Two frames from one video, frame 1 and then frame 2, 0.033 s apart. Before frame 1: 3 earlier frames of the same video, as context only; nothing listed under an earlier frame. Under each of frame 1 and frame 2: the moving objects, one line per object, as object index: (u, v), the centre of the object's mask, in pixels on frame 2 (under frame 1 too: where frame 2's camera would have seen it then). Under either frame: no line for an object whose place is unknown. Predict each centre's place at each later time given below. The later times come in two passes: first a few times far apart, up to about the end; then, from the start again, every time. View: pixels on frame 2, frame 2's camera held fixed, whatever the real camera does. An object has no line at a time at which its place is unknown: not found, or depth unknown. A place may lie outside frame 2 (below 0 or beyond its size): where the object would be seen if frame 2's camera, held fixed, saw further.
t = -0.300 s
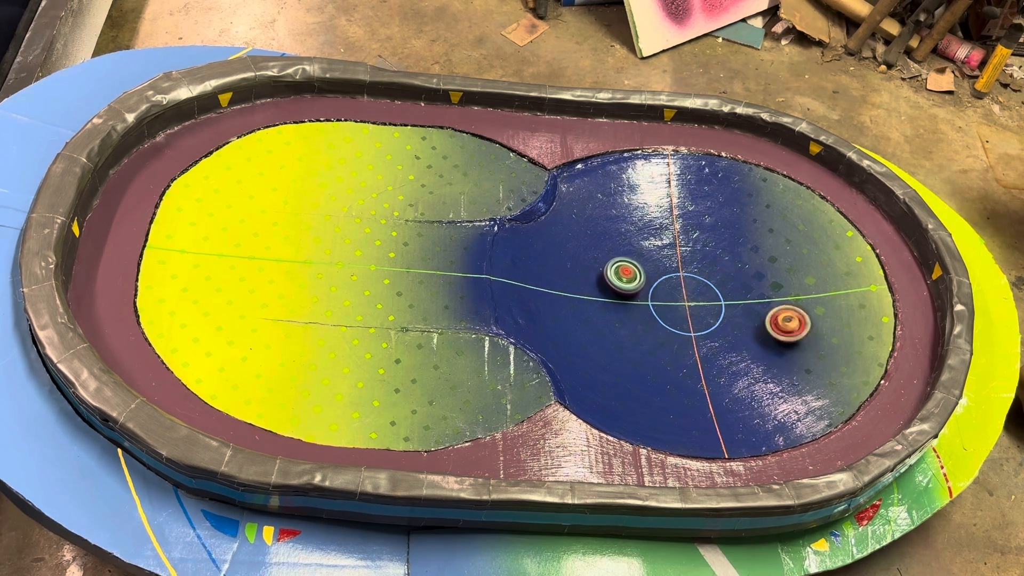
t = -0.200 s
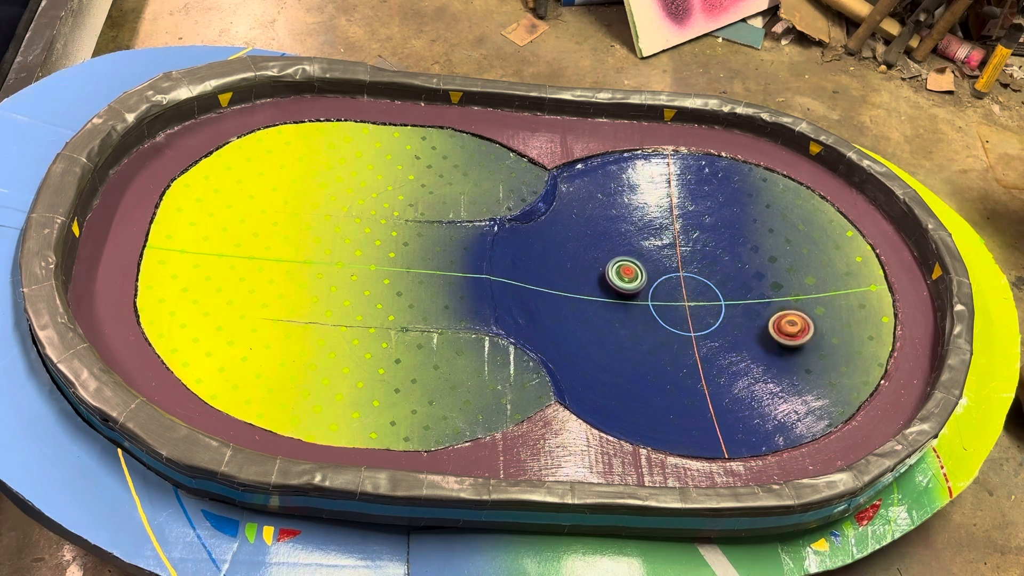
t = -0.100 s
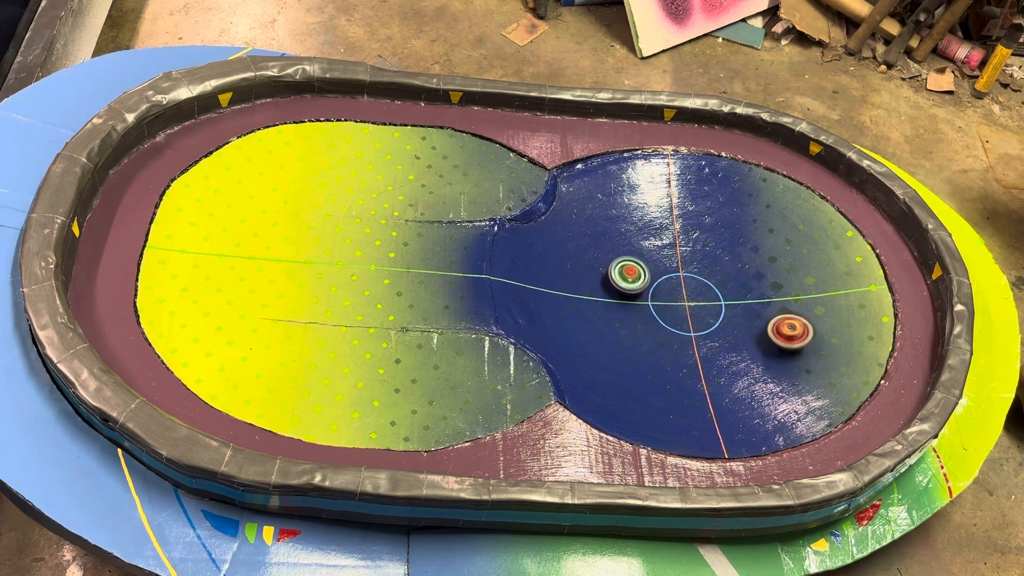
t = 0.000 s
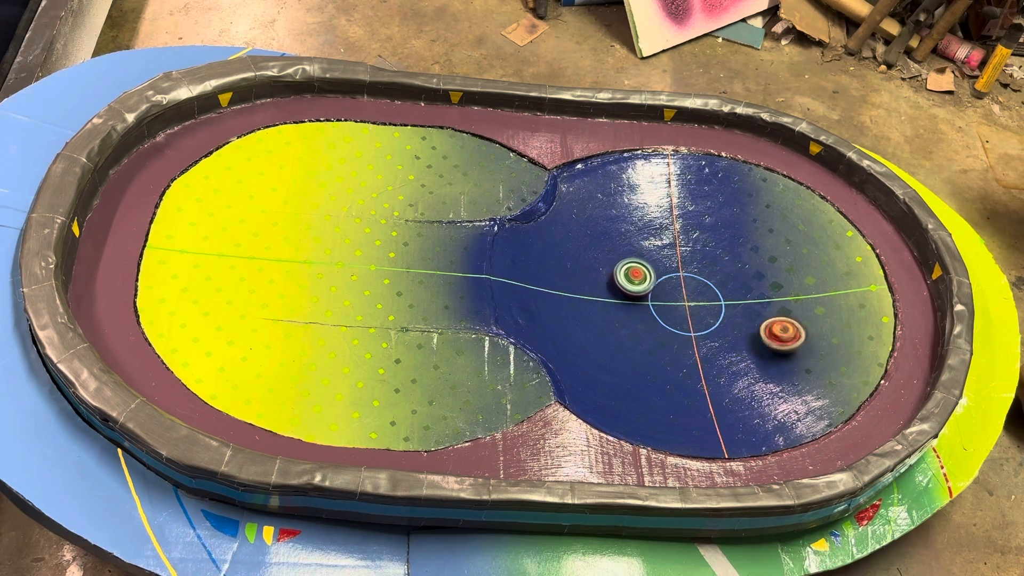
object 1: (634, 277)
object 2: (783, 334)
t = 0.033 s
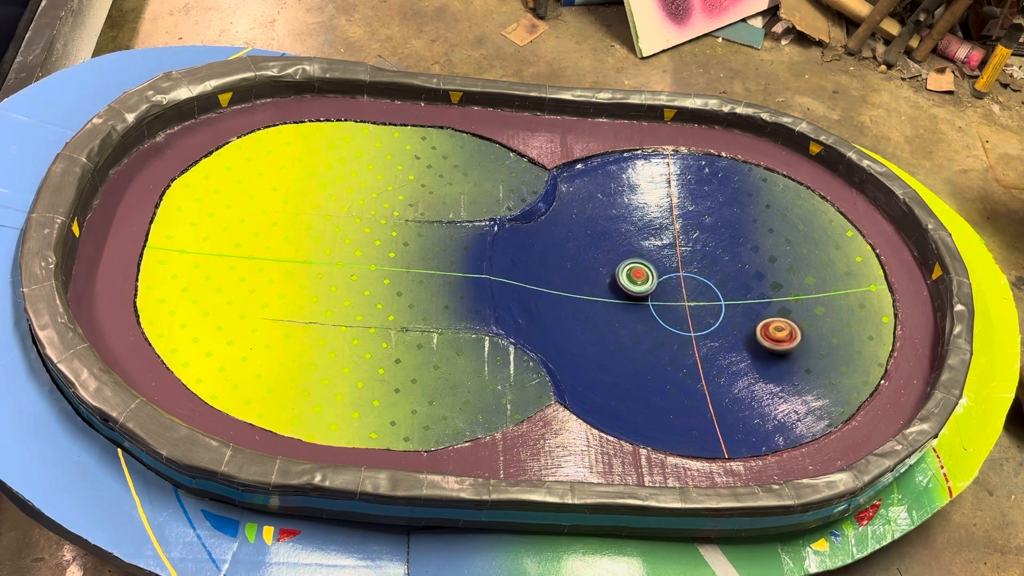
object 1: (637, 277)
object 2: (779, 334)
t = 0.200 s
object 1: (647, 280)
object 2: (750, 335)
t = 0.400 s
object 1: (663, 288)
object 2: (705, 331)
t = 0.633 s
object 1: (677, 292)
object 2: (656, 327)
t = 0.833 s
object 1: (687, 300)
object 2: (626, 323)
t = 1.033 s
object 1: (695, 307)
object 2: (619, 319)
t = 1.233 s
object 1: (697, 315)
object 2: (627, 307)
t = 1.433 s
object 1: (695, 320)
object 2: (645, 290)
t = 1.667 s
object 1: (690, 323)
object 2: (671, 272)
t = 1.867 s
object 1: (686, 324)
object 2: (691, 260)
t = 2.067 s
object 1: (682, 321)
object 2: (707, 258)
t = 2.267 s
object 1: (676, 317)
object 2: (717, 264)
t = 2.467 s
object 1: (674, 311)
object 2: (719, 276)
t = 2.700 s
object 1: (667, 307)
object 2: (725, 296)
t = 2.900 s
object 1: (659, 303)
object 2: (743, 308)
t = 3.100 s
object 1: (662, 299)
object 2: (745, 317)
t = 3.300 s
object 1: (668, 296)
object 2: (729, 322)
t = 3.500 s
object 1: (674, 293)
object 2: (706, 326)
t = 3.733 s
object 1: (677, 290)
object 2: (688, 337)
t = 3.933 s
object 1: (683, 292)
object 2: (673, 335)
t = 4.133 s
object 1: (687, 293)
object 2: (665, 326)
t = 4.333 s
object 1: (698, 289)
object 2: (647, 315)
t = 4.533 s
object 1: (708, 289)
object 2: (625, 307)
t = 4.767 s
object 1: (707, 293)
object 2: (622, 293)
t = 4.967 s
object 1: (702, 296)
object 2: (637, 283)
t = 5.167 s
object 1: (705, 311)
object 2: (650, 261)
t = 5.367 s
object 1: (733, 345)
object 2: (633, 222)
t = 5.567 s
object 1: (731, 346)
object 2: (635, 226)
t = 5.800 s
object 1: (723, 340)
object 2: (654, 258)
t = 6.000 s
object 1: (718, 329)
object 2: (673, 294)
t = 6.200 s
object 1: (731, 339)
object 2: (662, 292)
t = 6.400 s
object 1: (735, 340)
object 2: (659, 294)
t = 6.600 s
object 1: (734, 340)
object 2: (661, 294)
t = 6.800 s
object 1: (732, 338)
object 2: (665, 290)
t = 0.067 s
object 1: (639, 277)
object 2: (774, 335)
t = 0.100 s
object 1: (641, 278)
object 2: (769, 335)
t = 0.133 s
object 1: (643, 278)
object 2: (764, 335)
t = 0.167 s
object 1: (645, 279)
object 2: (757, 335)
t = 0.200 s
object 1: (647, 280)
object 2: (750, 335)
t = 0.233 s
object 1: (650, 281)
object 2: (742, 335)
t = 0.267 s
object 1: (653, 283)
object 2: (735, 334)
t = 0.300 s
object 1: (655, 284)
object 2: (728, 334)
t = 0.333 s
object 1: (658, 285)
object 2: (720, 333)
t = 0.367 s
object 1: (660, 286)
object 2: (712, 332)
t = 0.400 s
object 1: (663, 288)
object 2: (705, 331)
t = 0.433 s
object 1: (665, 289)
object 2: (697, 330)
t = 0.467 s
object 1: (668, 290)
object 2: (689, 328)
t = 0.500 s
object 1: (670, 290)
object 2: (682, 327)
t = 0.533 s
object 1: (672, 290)
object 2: (675, 328)
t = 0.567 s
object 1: (673, 291)
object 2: (668, 328)
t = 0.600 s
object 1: (675, 292)
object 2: (662, 328)
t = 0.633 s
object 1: (677, 292)
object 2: (656, 327)
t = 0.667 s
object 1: (679, 293)
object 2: (650, 327)
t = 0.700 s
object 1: (681, 295)
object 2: (644, 326)
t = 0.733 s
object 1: (683, 296)
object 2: (639, 326)
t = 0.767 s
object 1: (684, 297)
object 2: (634, 325)
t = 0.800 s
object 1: (686, 299)
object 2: (630, 324)
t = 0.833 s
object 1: (687, 300)
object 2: (626, 323)
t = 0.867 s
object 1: (689, 301)
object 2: (622, 322)
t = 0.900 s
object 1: (690, 302)
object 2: (620, 321)
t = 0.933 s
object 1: (692, 304)
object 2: (619, 321)
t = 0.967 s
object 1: (693, 305)
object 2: (619, 320)
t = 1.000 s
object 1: (694, 306)
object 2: (618, 320)
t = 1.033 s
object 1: (695, 307)
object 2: (619, 319)
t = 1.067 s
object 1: (696, 308)
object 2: (620, 318)
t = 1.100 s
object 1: (696, 310)
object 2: (621, 316)
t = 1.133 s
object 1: (697, 311)
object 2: (622, 315)
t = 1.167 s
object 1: (697, 312)
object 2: (624, 312)
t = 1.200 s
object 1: (697, 314)
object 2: (625, 310)
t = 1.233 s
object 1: (697, 315)
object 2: (627, 307)
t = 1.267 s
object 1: (697, 316)
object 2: (628, 304)
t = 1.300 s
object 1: (697, 317)
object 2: (631, 302)
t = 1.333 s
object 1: (697, 318)
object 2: (634, 299)
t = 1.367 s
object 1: (696, 318)
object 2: (638, 296)
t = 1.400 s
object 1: (696, 319)
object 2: (642, 293)
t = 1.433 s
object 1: (695, 320)
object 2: (645, 290)
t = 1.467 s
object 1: (695, 320)
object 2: (649, 287)
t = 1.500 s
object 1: (694, 321)
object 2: (653, 285)
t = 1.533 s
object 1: (694, 322)
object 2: (656, 281)
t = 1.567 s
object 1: (693, 322)
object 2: (660, 279)
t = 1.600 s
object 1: (692, 322)
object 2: (663, 276)
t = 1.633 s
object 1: (691, 322)
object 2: (667, 274)
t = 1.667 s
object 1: (690, 323)
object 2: (671, 272)
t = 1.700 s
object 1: (689, 323)
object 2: (674, 269)
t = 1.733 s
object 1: (689, 323)
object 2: (678, 267)
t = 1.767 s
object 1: (688, 323)
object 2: (681, 265)
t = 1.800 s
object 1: (687, 324)
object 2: (684, 263)
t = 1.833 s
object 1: (686, 324)
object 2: (688, 262)
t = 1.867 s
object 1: (686, 324)
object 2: (691, 260)
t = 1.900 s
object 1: (685, 324)
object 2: (695, 260)
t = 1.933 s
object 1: (685, 324)
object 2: (698, 259)
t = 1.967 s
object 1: (685, 323)
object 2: (700, 258)
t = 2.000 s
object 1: (684, 323)
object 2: (703, 258)
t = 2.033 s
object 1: (683, 322)
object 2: (705, 258)
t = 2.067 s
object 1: (682, 321)
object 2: (707, 258)
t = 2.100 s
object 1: (681, 320)
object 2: (709, 258)
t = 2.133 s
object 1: (680, 320)
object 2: (710, 259)
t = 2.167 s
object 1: (678, 319)
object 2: (712, 259)
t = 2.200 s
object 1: (677, 318)
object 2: (714, 261)
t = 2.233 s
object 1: (677, 317)
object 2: (715, 262)
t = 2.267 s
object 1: (676, 317)
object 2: (717, 264)
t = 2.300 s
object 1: (675, 316)
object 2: (718, 265)
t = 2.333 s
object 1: (675, 315)
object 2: (718, 267)
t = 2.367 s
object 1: (674, 314)
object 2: (719, 269)
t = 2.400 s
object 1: (674, 313)
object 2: (718, 271)
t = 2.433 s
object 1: (674, 312)
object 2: (719, 273)
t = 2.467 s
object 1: (674, 311)
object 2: (719, 276)
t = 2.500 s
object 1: (674, 310)
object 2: (719, 279)
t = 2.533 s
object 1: (674, 310)
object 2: (719, 282)
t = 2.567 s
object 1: (675, 309)
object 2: (718, 285)
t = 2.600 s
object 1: (675, 308)
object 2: (717, 288)
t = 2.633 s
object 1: (676, 307)
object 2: (715, 291)
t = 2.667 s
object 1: (672, 307)
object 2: (720, 294)
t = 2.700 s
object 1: (667, 307)
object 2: (725, 296)
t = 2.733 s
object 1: (663, 306)
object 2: (729, 297)
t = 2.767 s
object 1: (660, 305)
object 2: (733, 299)
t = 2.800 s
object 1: (659, 305)
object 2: (737, 302)
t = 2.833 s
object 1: (659, 305)
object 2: (740, 305)
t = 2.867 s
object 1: (658, 304)
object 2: (741, 307)
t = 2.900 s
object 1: (659, 303)
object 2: (743, 308)
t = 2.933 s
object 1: (659, 303)
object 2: (744, 310)
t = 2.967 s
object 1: (659, 302)
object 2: (745, 311)
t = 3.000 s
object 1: (660, 301)
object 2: (746, 313)
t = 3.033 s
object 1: (661, 300)
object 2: (746, 314)
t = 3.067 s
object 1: (661, 299)
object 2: (746, 316)
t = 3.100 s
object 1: (662, 299)
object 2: (745, 317)
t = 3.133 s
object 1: (663, 298)
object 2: (743, 318)
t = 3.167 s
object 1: (664, 298)
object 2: (742, 319)
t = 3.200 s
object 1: (665, 298)
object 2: (739, 320)
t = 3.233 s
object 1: (666, 297)
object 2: (736, 321)
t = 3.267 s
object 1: (667, 297)
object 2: (732, 322)
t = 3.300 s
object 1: (668, 296)
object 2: (729, 322)
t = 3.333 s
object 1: (669, 296)
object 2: (725, 324)
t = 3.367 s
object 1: (671, 296)
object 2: (722, 324)
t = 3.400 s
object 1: (672, 296)
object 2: (717, 324)
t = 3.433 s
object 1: (674, 296)
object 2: (713, 324)
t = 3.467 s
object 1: (675, 295)
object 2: (708, 324)
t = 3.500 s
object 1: (674, 293)
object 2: (706, 326)
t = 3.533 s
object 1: (674, 291)
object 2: (703, 329)
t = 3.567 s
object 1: (674, 290)
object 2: (701, 332)
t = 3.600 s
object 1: (674, 289)
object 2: (698, 333)
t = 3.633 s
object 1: (675, 289)
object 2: (696, 335)
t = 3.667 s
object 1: (676, 289)
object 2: (694, 336)
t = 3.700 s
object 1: (677, 290)
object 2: (691, 336)
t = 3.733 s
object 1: (677, 290)
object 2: (688, 337)
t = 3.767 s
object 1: (679, 290)
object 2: (686, 337)
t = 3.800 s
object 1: (680, 290)
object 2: (684, 337)
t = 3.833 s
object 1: (681, 290)
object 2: (680, 337)
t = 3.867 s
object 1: (682, 291)
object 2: (678, 336)
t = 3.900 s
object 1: (683, 291)
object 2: (675, 336)
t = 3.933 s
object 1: (683, 292)
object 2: (673, 335)
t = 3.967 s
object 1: (685, 292)
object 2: (671, 333)
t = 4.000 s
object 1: (687, 292)
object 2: (669, 332)
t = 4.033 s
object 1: (687, 293)
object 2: (668, 330)
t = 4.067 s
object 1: (688, 293)
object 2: (666, 328)
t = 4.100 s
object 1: (687, 293)
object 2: (665, 328)
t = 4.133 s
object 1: (687, 293)
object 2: (665, 326)
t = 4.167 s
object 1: (687, 292)
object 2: (664, 323)
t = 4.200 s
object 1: (687, 292)
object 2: (663, 321)
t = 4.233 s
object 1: (688, 292)
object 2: (662, 318)
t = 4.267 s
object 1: (689, 292)
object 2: (660, 316)
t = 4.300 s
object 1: (693, 290)
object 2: (653, 317)
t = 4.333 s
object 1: (698, 289)
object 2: (647, 315)
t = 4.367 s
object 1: (702, 288)
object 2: (642, 315)
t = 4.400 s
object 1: (705, 287)
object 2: (637, 314)
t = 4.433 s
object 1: (706, 287)
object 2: (634, 313)
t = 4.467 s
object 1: (707, 288)
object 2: (630, 311)
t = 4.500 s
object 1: (707, 288)
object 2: (627, 309)
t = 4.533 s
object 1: (708, 289)
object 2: (625, 307)
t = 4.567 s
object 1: (708, 290)
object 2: (623, 305)
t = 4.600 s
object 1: (708, 290)
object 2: (622, 304)
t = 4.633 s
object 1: (708, 291)
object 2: (620, 301)
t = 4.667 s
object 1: (708, 291)
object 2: (620, 299)
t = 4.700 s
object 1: (708, 292)
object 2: (620, 297)
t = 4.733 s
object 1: (708, 293)
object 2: (621, 295)
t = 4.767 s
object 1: (707, 293)
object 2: (622, 293)
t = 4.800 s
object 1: (706, 294)
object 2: (624, 291)
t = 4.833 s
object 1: (706, 294)
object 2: (626, 289)
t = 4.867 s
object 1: (705, 294)
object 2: (628, 288)
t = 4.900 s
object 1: (705, 295)
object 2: (631, 286)
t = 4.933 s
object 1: (703, 296)
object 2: (633, 284)
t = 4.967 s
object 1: (702, 296)
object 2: (637, 283)
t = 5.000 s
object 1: (700, 297)
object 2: (640, 281)
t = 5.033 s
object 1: (699, 297)
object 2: (645, 280)
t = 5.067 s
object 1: (698, 298)
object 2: (649, 279)
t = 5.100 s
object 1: (696, 298)
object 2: (653, 278)
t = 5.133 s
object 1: (698, 302)
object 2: (654, 273)
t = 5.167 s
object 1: (705, 311)
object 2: (650, 261)
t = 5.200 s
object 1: (712, 320)
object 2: (645, 251)
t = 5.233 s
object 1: (718, 327)
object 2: (641, 244)
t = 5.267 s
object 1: (724, 334)
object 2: (639, 237)
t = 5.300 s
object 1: (728, 339)
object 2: (635, 230)
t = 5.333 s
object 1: (731, 342)
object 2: (634, 225)
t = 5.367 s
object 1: (733, 345)
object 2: (633, 222)
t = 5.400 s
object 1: (734, 347)
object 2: (634, 221)
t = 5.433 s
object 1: (734, 348)
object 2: (635, 221)
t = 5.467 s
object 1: (734, 347)
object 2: (635, 222)
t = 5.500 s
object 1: (733, 347)
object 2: (634, 224)
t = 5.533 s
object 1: (732, 346)
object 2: (635, 225)
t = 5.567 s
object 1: (731, 346)
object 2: (635, 226)
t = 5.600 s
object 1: (730, 346)
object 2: (637, 228)
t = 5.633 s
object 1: (729, 345)
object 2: (639, 232)
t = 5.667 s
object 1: (728, 345)
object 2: (641, 236)
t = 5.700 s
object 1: (727, 343)
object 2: (644, 240)
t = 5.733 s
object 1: (726, 342)
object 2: (647, 246)
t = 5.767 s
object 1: (724, 341)
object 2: (650, 251)
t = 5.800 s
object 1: (723, 340)
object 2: (654, 258)
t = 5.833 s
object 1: (722, 339)
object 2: (657, 263)
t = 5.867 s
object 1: (721, 337)
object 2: (660, 270)
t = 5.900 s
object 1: (721, 334)
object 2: (663, 276)
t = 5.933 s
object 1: (720, 333)
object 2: (667, 283)
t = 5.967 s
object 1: (718, 331)
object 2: (669, 288)
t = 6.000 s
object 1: (718, 329)
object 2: (673, 294)
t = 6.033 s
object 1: (717, 327)
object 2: (676, 301)
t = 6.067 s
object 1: (717, 326)
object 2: (678, 305)
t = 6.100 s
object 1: (722, 330)
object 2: (675, 301)
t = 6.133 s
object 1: (726, 334)
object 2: (669, 297)
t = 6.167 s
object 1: (730, 337)
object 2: (665, 294)
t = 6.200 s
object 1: (731, 339)
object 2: (662, 292)
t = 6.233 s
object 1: (732, 340)
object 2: (658, 290)
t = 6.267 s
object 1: (733, 340)
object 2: (656, 290)
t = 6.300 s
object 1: (733, 340)
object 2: (655, 290)
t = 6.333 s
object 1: (734, 340)
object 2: (655, 291)
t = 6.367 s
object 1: (735, 340)
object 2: (656, 292)
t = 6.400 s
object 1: (735, 340)
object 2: (659, 294)
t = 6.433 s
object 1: (735, 340)
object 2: (660, 294)
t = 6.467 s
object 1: (735, 340)
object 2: (660, 294)
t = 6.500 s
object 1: (735, 340)
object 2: (660, 294)
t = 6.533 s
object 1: (735, 340)
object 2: (660, 294)
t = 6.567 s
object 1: (735, 340)
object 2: (660, 294)
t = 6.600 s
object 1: (734, 340)
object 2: (661, 294)
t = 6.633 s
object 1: (733, 339)
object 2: (661, 294)
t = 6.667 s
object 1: (733, 339)
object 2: (662, 293)
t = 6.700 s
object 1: (733, 339)
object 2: (662, 293)
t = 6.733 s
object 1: (733, 338)
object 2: (663, 292)
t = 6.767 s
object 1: (732, 338)
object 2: (664, 291)
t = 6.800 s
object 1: (732, 338)
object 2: (665, 290)
